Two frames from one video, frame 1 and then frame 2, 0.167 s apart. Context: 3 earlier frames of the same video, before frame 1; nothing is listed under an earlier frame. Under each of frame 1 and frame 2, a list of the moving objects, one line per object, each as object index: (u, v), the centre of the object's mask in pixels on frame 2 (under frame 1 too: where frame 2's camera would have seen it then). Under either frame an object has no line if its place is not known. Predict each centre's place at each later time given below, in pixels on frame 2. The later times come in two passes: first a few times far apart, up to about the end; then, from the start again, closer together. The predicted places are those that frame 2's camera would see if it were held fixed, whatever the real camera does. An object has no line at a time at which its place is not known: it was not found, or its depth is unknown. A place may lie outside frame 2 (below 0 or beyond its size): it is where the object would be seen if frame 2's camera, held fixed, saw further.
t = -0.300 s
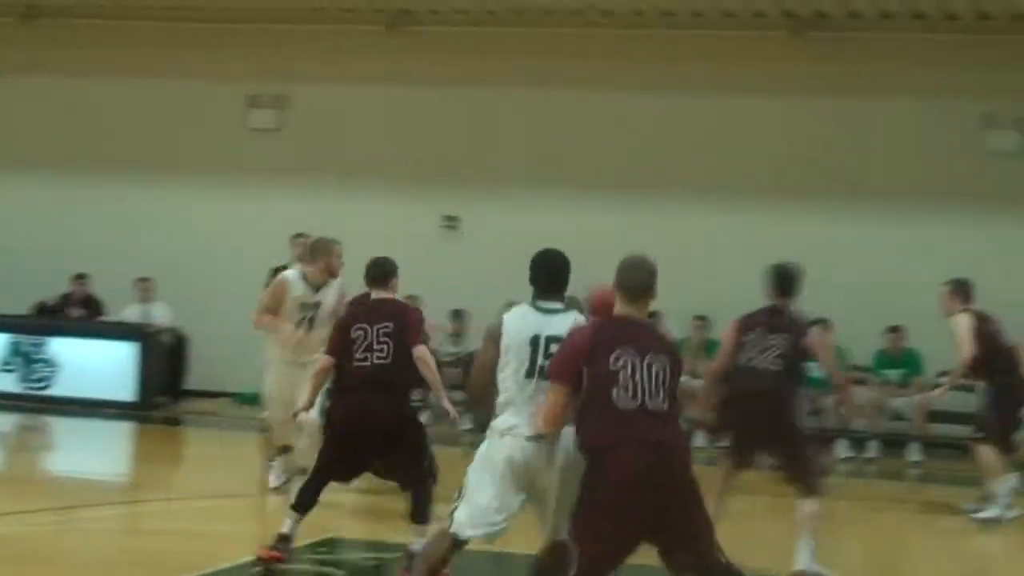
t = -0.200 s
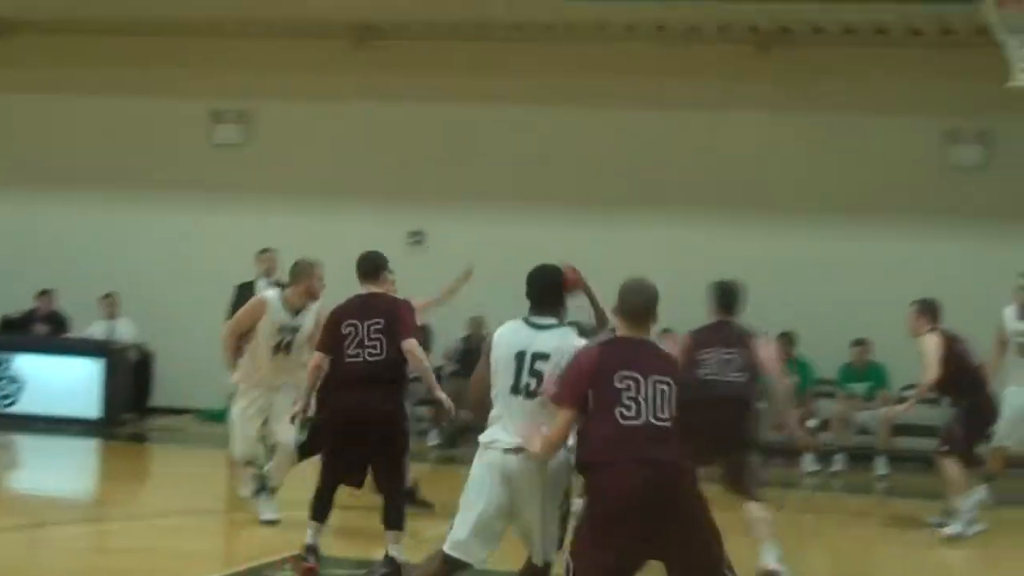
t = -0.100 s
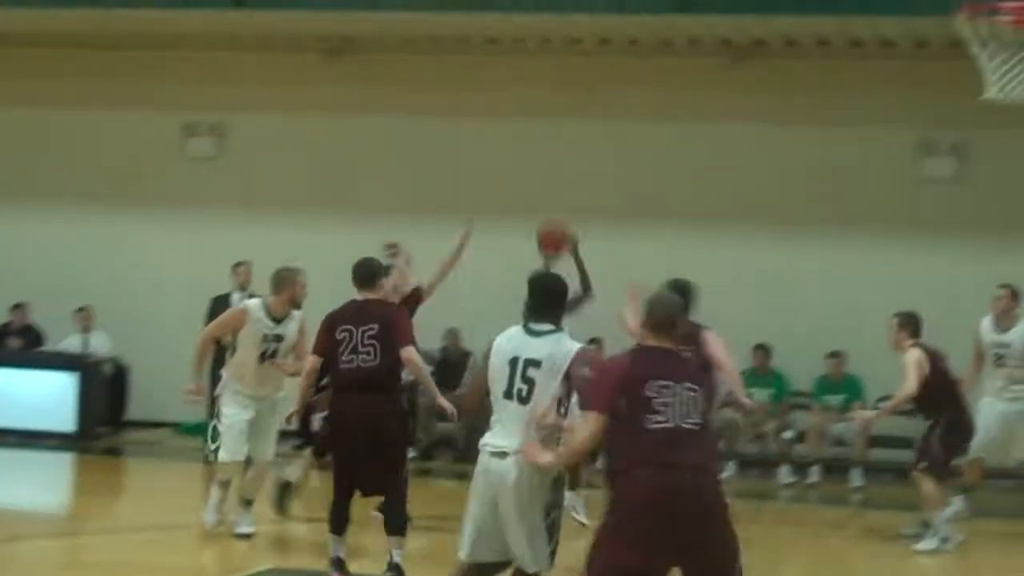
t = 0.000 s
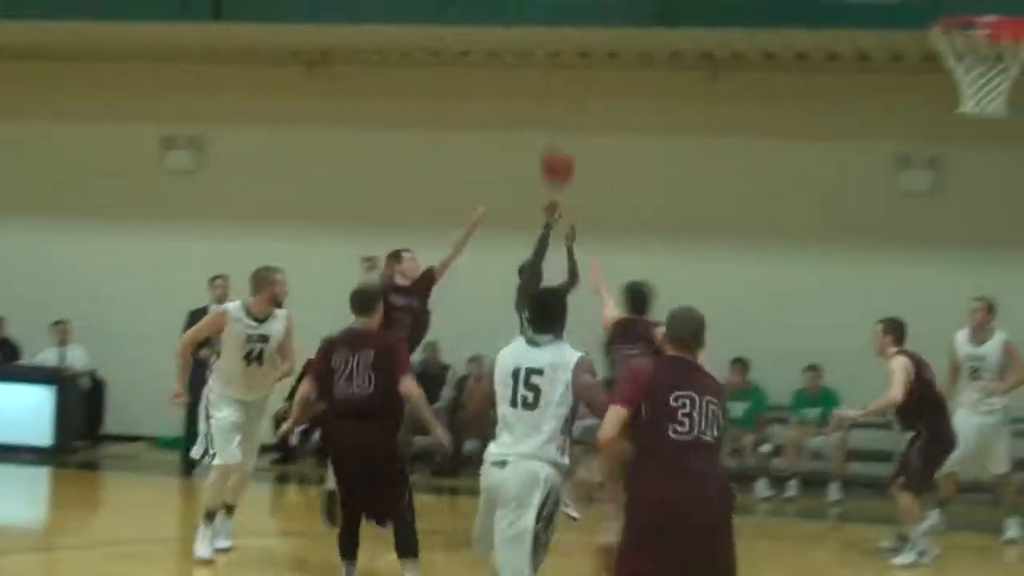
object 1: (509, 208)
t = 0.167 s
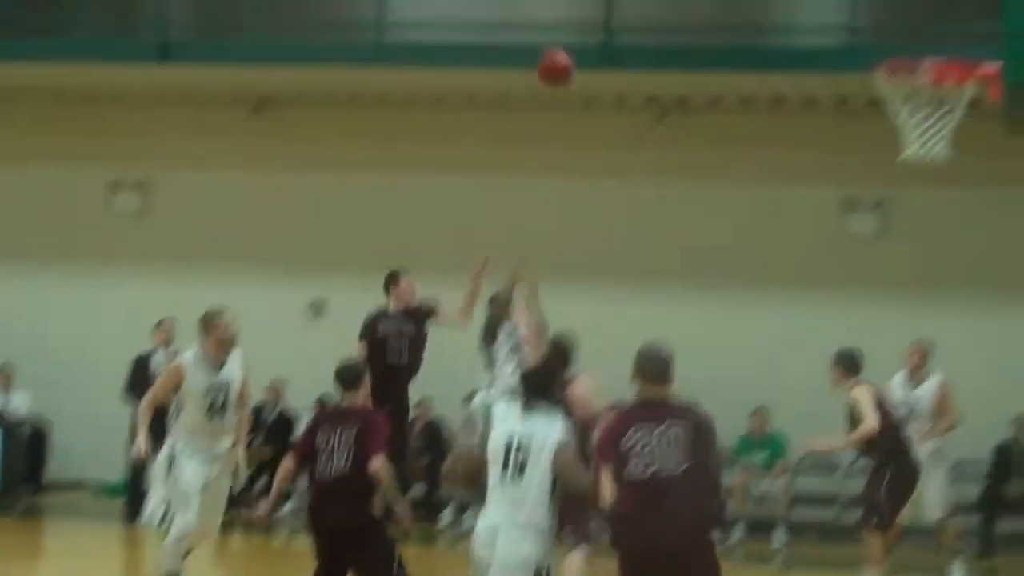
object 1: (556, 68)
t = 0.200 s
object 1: (565, 44)
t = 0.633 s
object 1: (716, -151)
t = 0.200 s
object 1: (565, 44)
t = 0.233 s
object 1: (575, 20)
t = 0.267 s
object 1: (586, -1)
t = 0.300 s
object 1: (595, -24)
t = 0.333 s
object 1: (606, -42)
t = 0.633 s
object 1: (716, -151)
